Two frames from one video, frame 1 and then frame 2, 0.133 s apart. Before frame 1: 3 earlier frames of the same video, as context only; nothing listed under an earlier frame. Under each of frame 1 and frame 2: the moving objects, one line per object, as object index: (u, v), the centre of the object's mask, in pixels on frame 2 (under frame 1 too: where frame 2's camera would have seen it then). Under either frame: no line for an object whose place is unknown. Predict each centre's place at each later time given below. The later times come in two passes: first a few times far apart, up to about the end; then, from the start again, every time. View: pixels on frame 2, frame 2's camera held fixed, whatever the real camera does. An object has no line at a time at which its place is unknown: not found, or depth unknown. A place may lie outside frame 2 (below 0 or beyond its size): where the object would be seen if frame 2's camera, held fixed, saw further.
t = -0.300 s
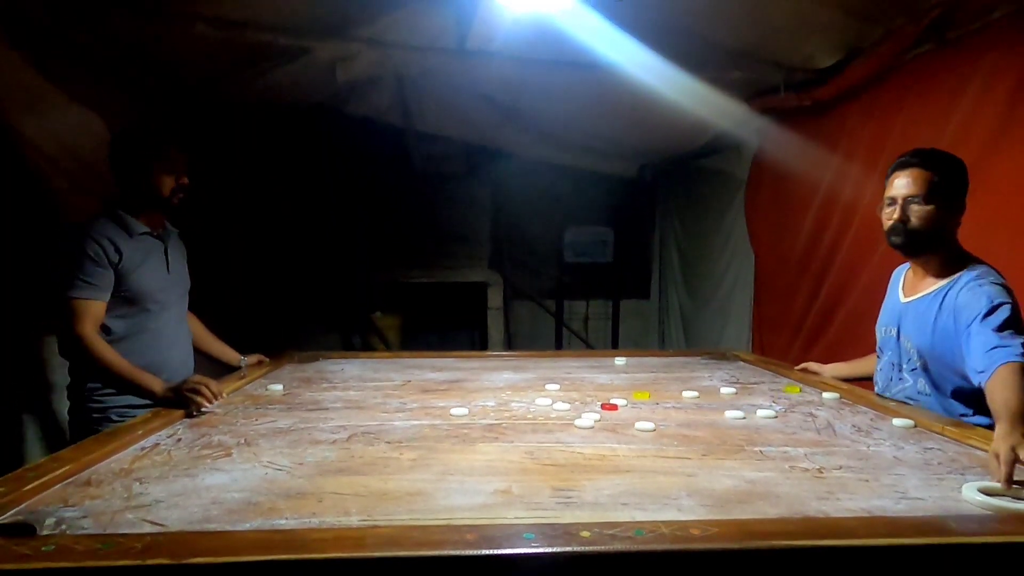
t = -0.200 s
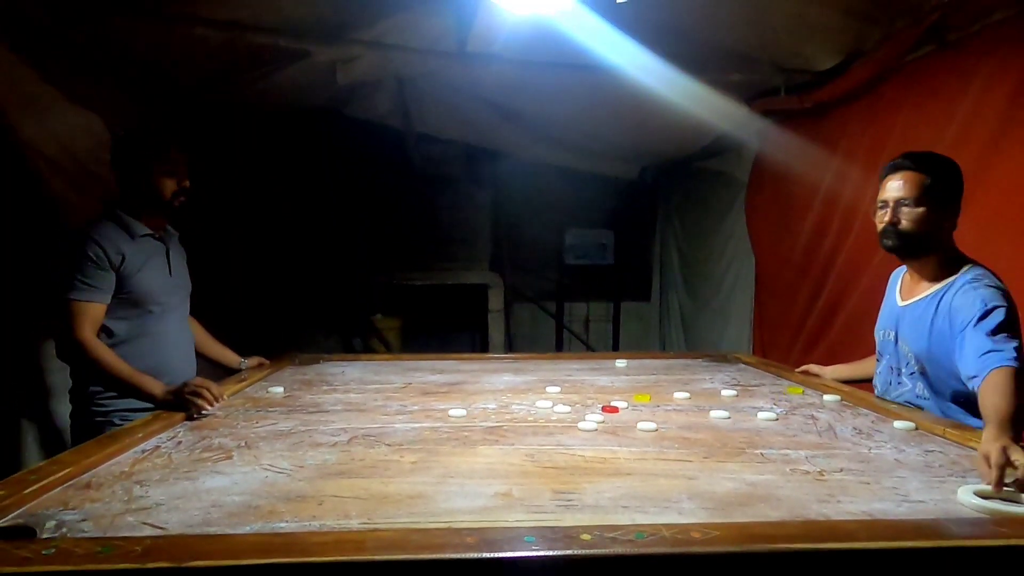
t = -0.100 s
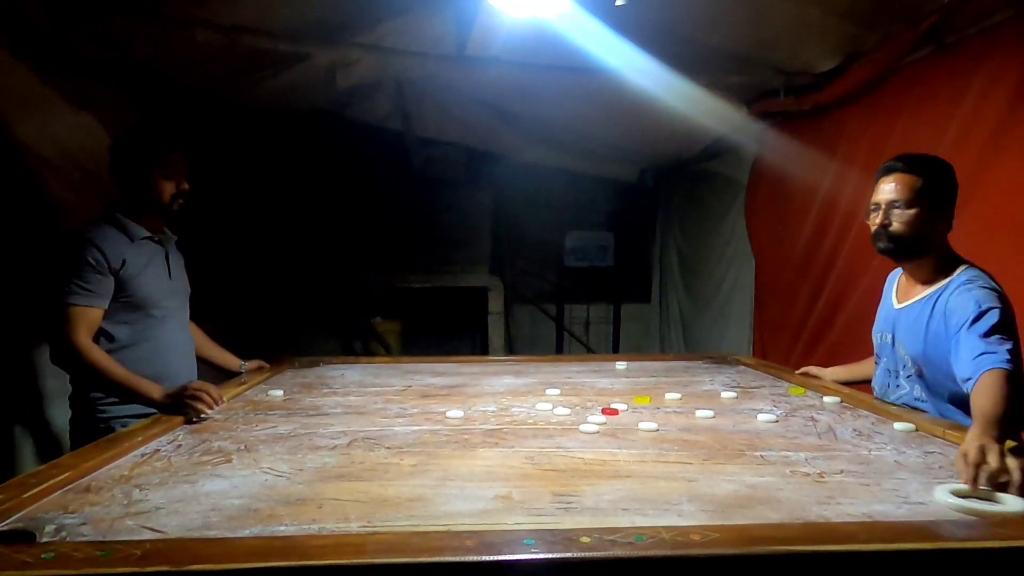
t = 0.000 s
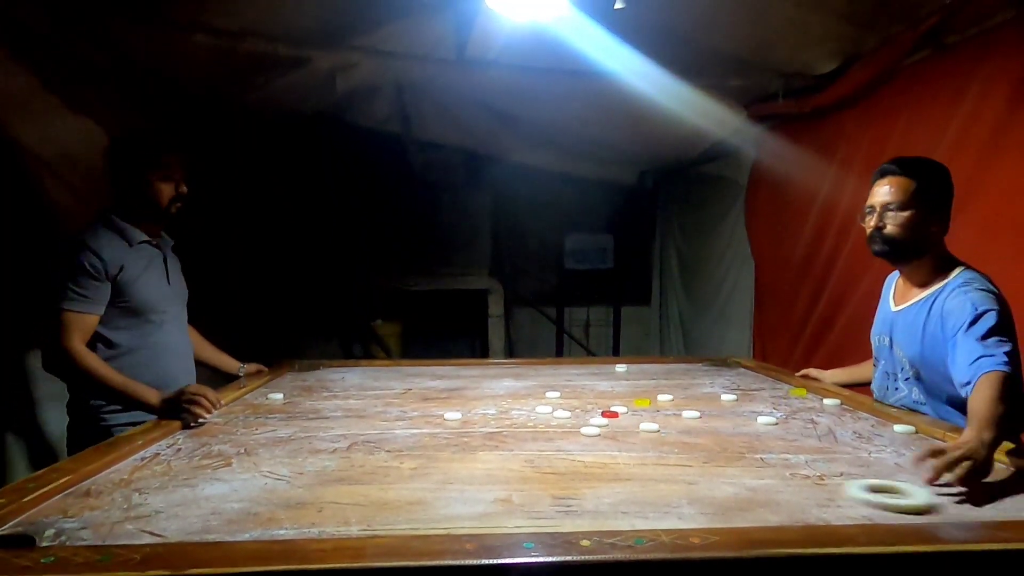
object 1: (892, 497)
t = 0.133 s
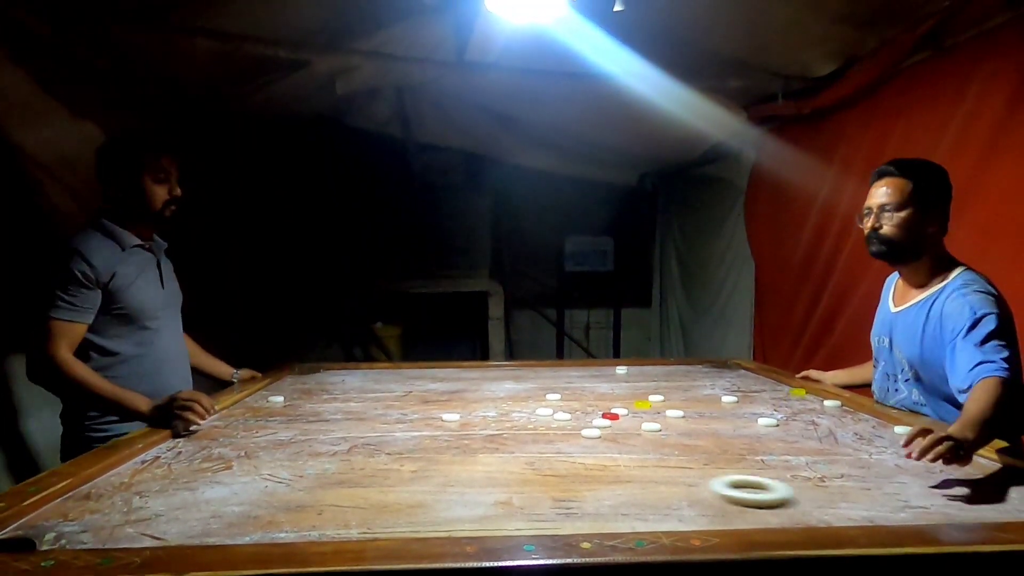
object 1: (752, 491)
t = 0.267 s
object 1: (621, 485)
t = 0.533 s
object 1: (389, 476)
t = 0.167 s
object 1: (719, 490)
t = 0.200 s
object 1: (685, 488)
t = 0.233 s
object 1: (653, 487)
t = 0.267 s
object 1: (621, 485)
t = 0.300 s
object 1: (591, 484)
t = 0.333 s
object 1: (560, 483)
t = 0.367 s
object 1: (531, 481)
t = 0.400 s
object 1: (501, 480)
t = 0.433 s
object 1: (472, 479)
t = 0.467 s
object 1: (444, 478)
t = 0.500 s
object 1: (416, 477)
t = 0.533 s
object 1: (389, 476)
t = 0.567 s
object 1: (361, 475)
